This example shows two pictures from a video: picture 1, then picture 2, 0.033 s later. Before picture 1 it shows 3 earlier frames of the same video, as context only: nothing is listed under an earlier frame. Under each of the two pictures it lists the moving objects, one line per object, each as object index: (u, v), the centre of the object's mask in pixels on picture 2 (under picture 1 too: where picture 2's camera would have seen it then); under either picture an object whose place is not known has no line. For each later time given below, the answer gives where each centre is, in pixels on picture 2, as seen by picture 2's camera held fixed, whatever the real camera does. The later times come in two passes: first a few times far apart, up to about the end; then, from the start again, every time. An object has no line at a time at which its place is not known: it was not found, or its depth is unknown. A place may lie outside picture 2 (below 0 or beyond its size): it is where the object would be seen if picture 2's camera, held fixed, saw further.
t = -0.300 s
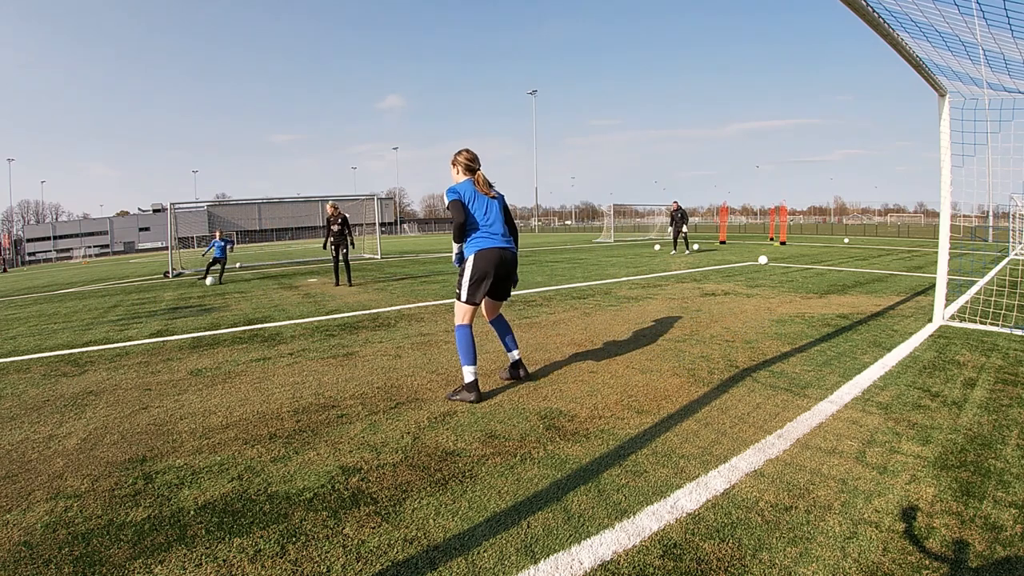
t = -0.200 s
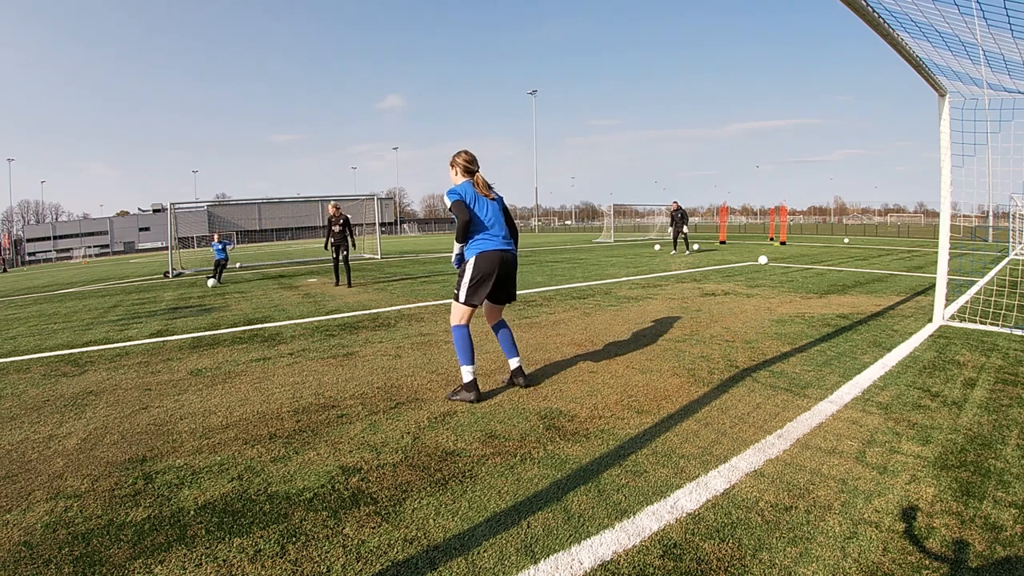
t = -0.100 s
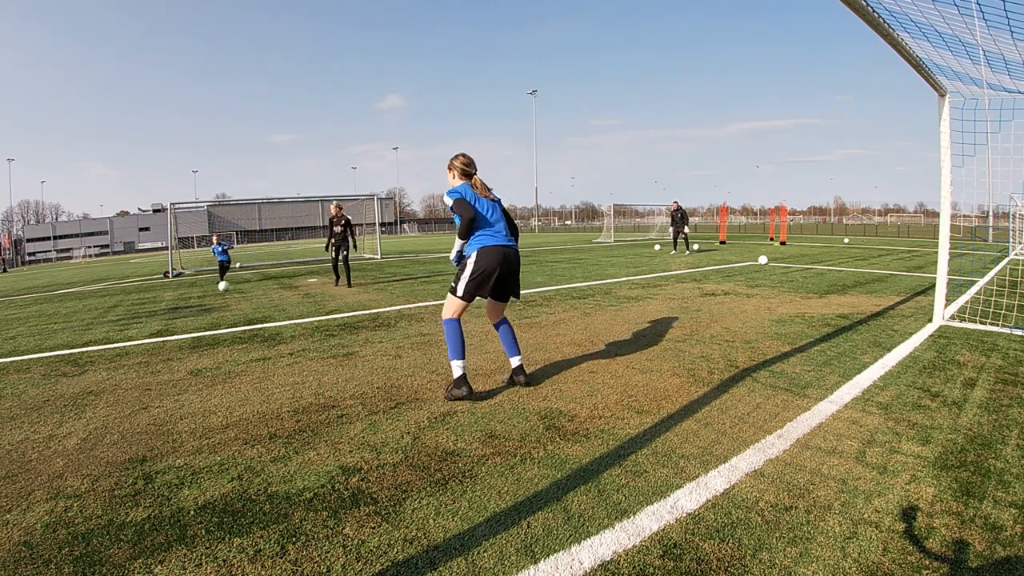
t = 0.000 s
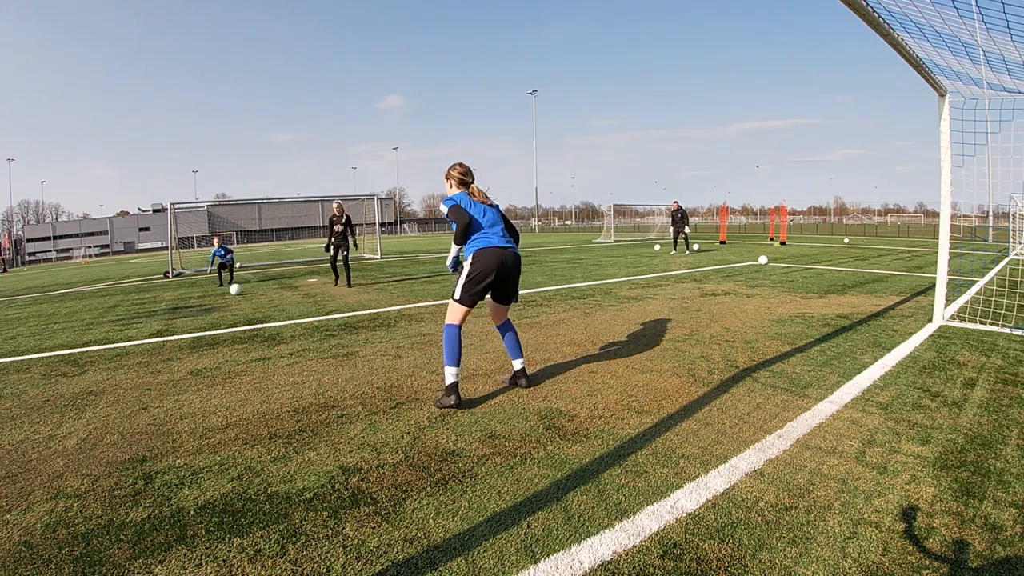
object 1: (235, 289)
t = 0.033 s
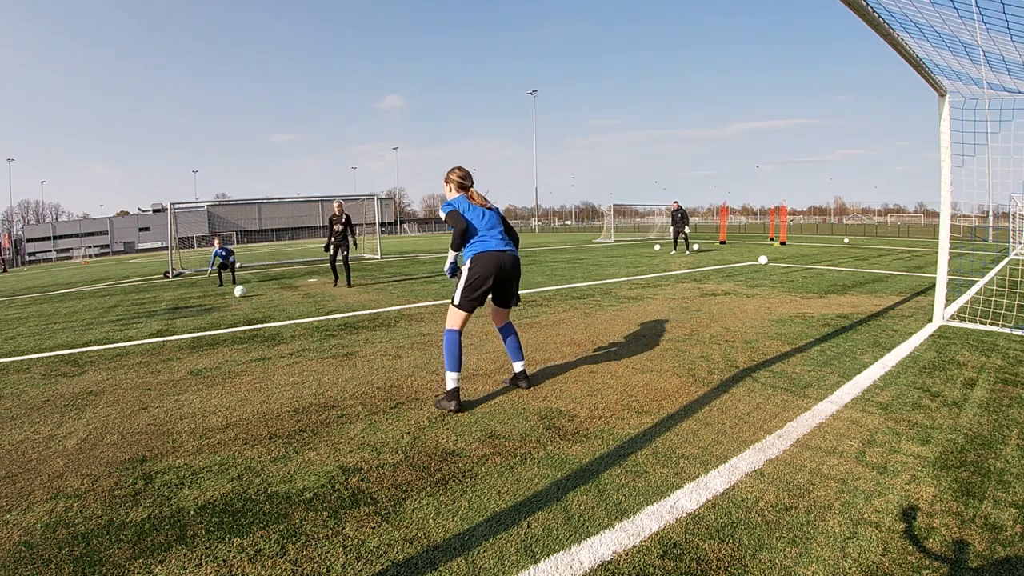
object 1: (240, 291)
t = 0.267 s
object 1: (273, 301)
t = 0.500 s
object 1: (318, 318)
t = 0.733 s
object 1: (384, 340)
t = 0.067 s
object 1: (244, 293)
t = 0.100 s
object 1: (248, 294)
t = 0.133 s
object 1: (253, 295)
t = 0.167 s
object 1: (258, 297)
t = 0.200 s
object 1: (262, 299)
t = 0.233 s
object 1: (267, 300)
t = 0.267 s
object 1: (273, 301)
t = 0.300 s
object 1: (279, 304)
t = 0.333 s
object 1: (285, 307)
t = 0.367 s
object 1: (291, 308)
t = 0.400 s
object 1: (297, 310)
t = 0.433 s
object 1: (303, 313)
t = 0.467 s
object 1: (311, 315)
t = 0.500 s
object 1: (318, 318)
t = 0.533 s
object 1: (326, 320)
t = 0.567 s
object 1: (334, 323)
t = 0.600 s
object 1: (342, 326)
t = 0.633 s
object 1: (352, 329)
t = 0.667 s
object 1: (362, 333)
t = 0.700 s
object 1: (372, 336)
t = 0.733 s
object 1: (384, 340)
